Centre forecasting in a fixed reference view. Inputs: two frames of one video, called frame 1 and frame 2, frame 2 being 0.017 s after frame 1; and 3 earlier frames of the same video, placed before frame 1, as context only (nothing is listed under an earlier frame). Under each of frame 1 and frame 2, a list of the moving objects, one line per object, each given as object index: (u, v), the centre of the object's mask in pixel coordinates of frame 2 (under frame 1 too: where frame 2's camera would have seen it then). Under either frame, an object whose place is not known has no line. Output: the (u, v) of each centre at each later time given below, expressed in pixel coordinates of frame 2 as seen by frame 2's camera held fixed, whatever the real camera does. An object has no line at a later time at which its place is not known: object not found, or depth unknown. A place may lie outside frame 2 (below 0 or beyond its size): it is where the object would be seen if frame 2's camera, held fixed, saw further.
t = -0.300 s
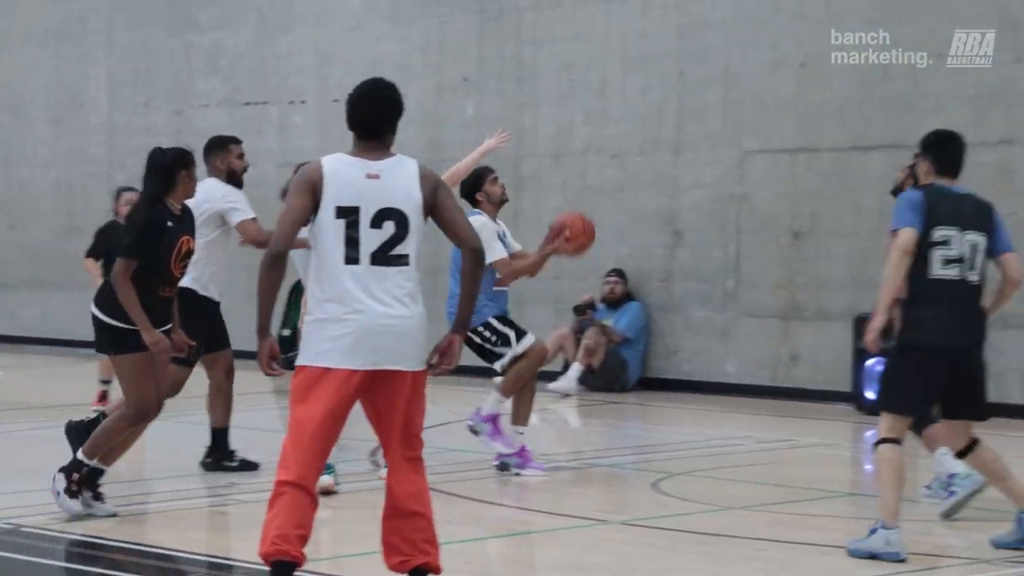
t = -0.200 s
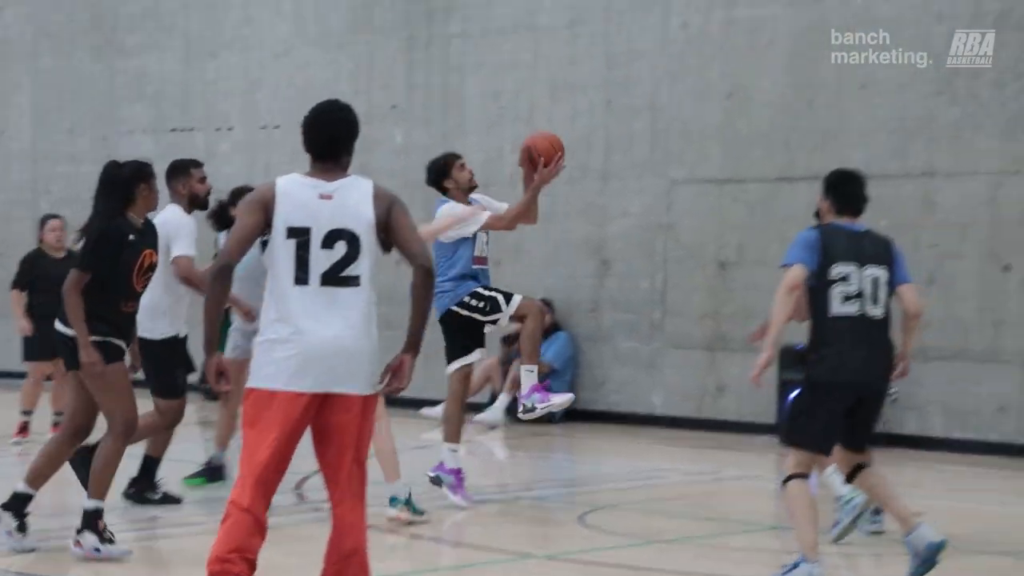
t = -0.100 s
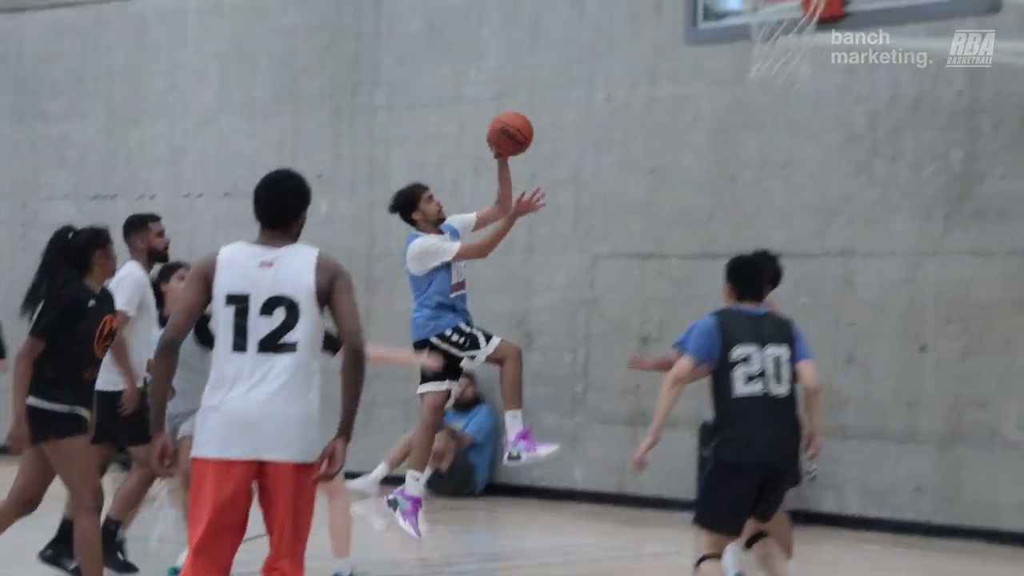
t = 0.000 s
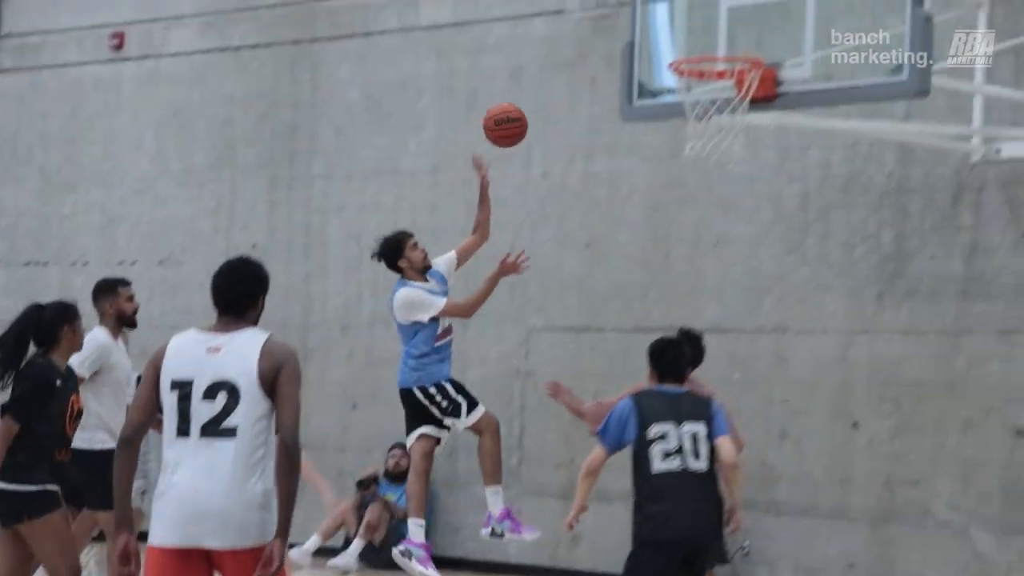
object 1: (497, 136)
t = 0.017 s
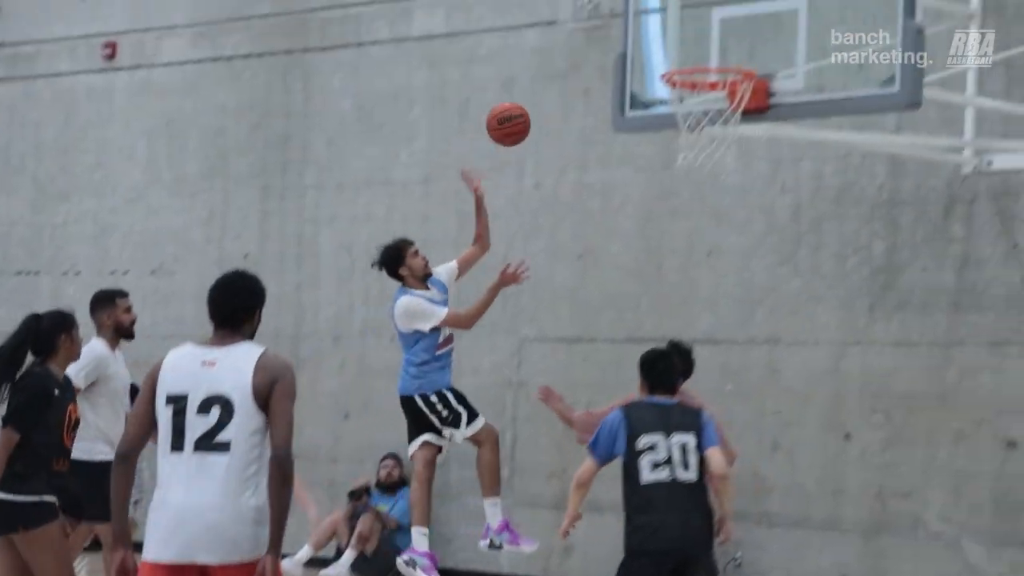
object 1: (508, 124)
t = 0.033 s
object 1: (519, 112)
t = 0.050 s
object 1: (529, 101)
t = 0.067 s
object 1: (539, 91)
